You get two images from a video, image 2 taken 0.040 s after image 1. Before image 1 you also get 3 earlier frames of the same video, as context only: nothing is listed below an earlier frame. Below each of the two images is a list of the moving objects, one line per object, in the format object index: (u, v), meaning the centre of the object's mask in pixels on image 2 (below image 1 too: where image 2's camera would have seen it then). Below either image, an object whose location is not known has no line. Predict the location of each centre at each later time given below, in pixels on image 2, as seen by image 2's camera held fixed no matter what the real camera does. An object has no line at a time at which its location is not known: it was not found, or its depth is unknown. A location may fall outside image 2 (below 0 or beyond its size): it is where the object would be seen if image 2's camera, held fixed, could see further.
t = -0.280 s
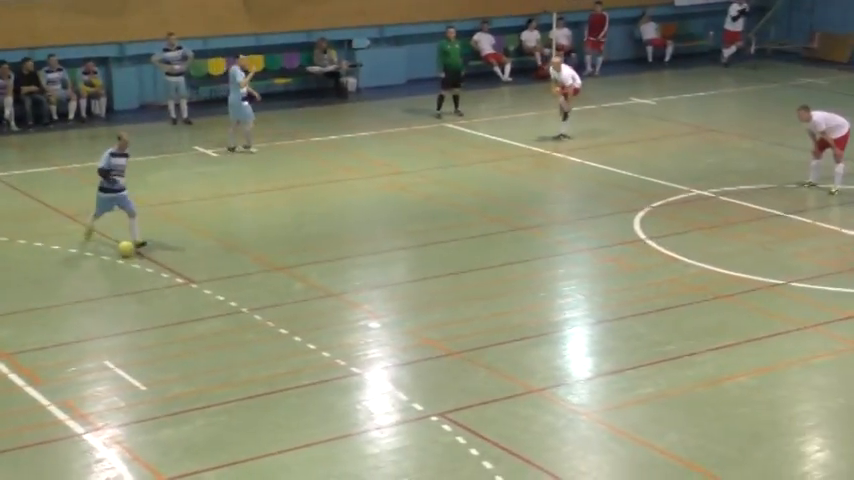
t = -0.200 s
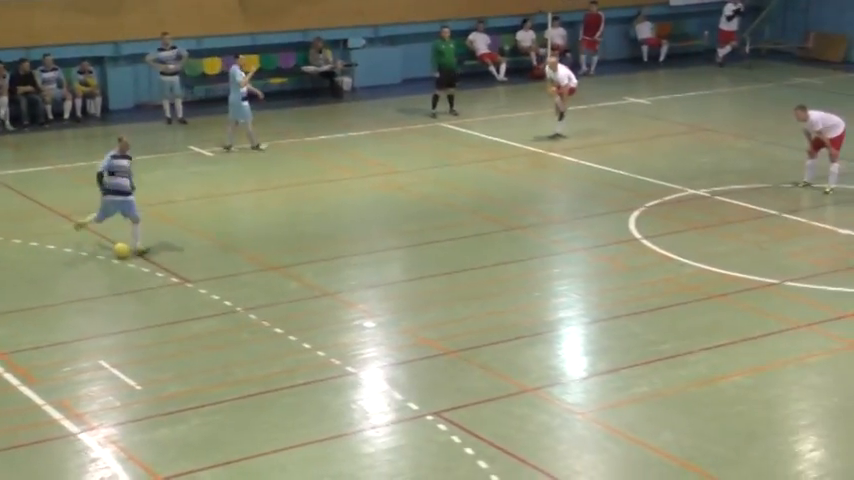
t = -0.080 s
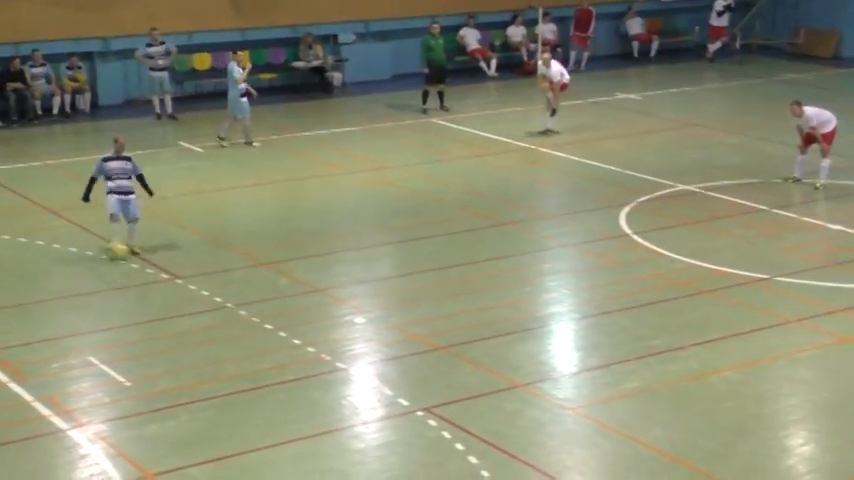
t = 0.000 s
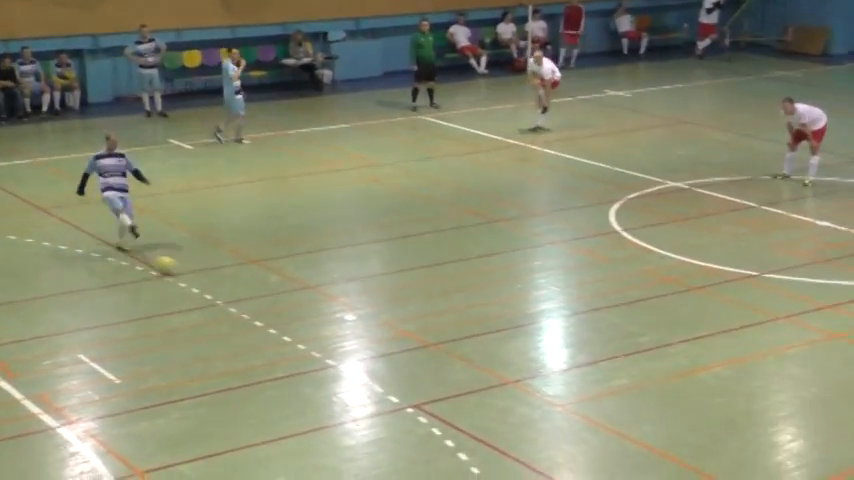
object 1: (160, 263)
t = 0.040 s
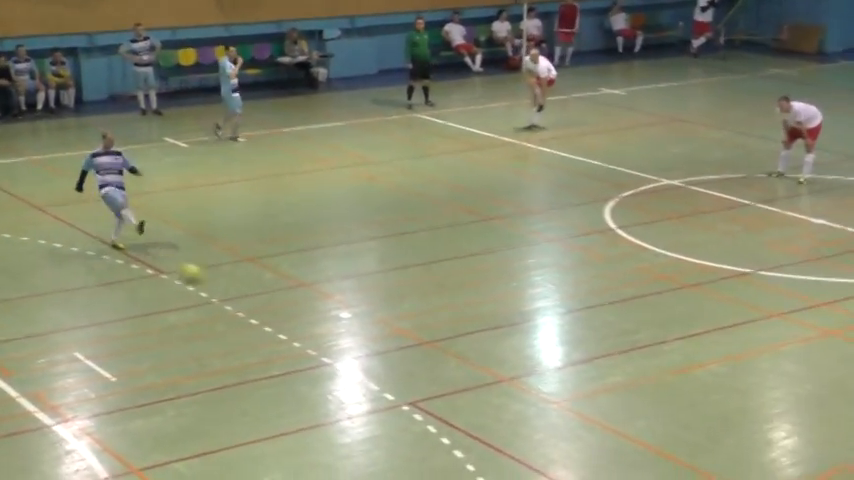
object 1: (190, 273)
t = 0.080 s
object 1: (221, 282)
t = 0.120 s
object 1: (250, 290)
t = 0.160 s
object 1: (280, 299)
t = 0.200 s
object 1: (311, 309)
